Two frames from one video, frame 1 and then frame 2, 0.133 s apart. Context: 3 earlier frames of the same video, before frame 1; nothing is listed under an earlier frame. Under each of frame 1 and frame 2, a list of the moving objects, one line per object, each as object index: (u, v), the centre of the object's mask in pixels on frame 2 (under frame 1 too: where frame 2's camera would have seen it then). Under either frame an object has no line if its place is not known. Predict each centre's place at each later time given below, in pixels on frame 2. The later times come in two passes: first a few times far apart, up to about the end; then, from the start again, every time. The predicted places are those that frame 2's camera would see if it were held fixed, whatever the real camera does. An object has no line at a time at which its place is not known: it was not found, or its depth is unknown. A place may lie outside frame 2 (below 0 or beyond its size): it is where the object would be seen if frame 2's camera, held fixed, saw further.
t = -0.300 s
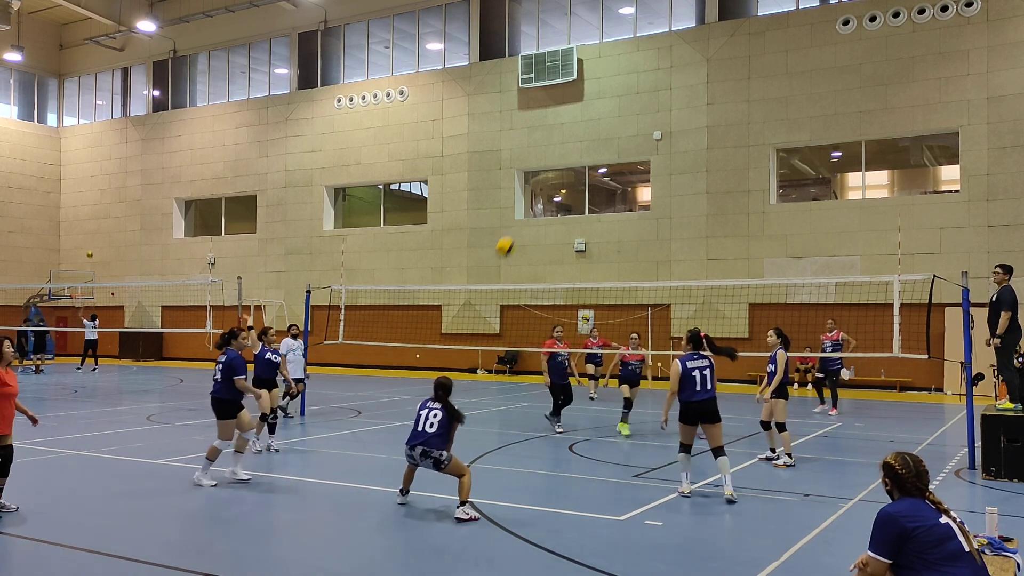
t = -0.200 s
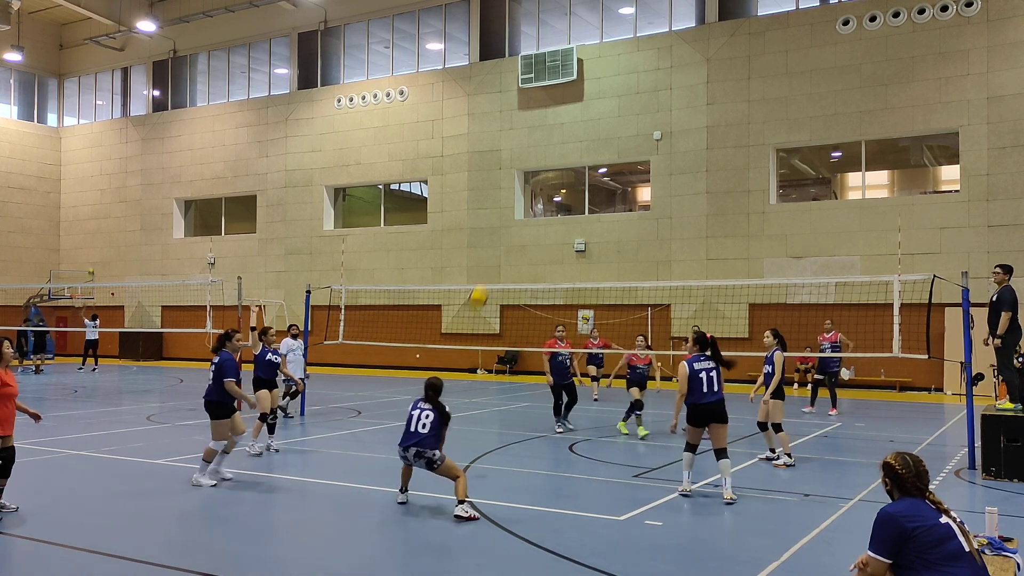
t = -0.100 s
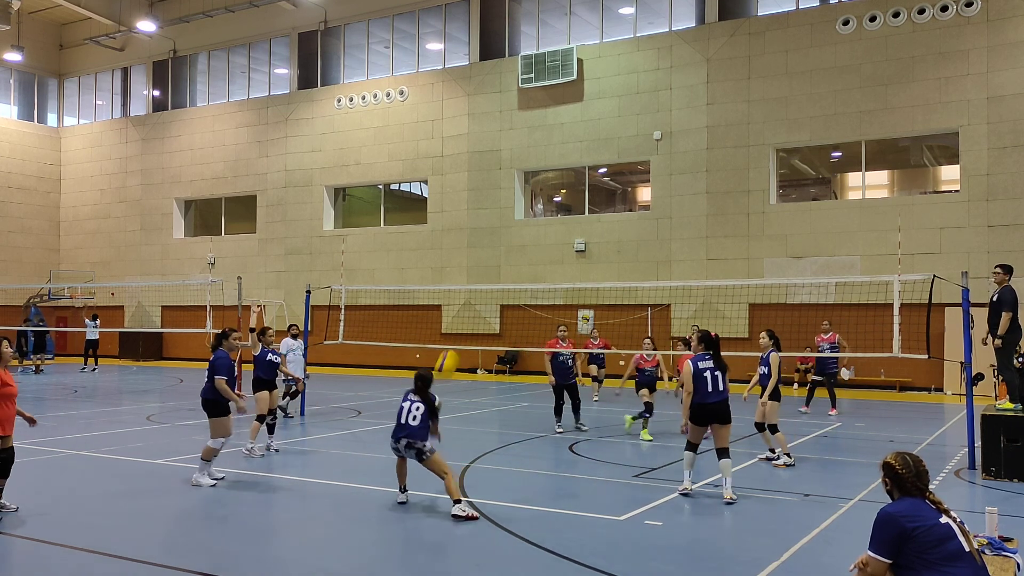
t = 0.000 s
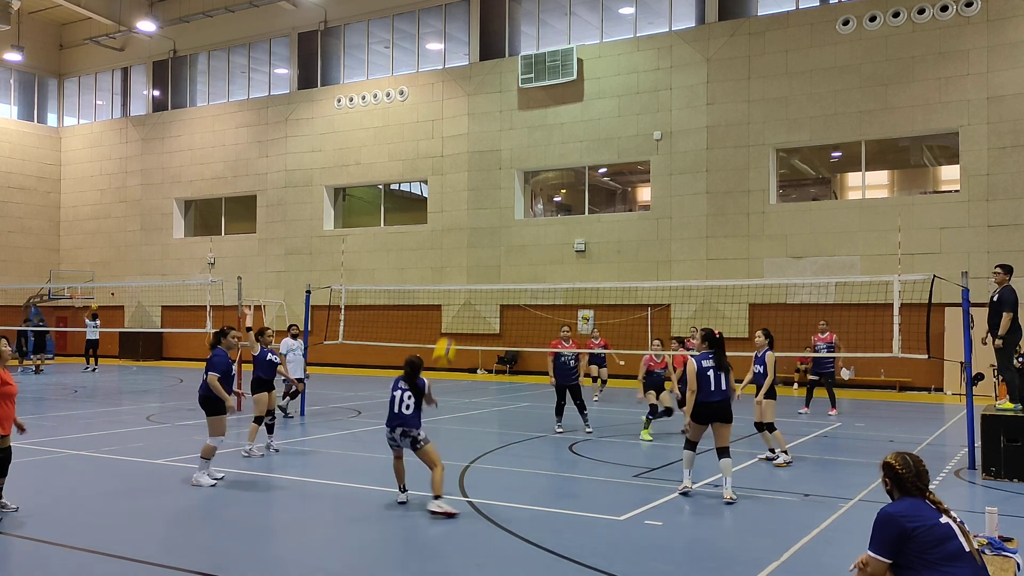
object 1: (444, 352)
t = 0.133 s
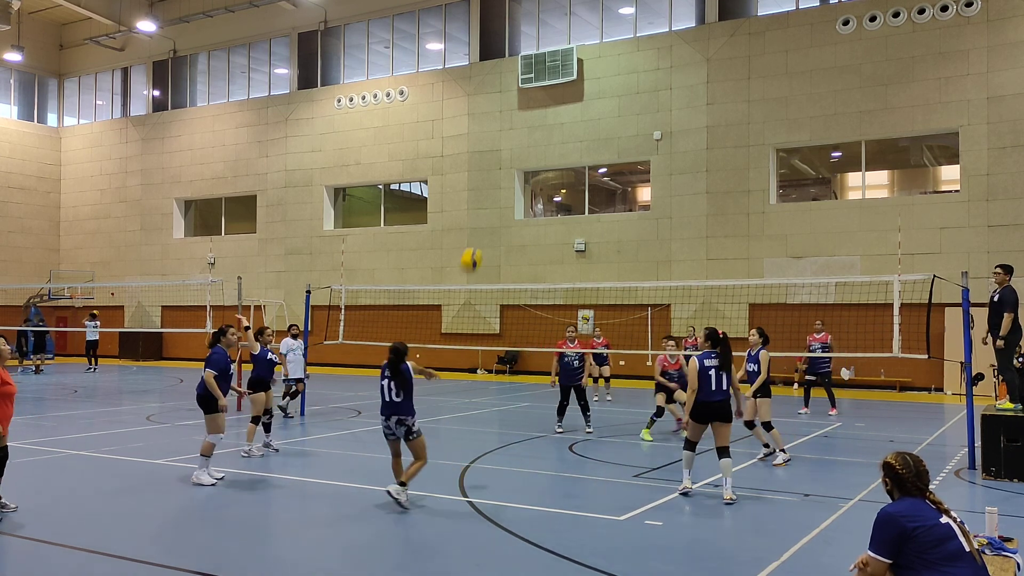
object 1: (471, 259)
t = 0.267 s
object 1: (495, 189)
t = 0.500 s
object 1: (538, 111)
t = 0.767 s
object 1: (581, 88)
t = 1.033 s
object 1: (620, 125)
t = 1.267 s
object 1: (652, 202)
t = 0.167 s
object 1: (477, 240)
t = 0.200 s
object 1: (484, 221)
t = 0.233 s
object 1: (490, 203)
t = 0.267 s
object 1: (495, 189)
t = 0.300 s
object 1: (502, 173)
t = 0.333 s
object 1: (509, 160)
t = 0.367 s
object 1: (514, 148)
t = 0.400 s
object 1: (520, 138)
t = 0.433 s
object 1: (527, 127)
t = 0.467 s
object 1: (532, 119)
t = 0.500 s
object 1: (538, 111)
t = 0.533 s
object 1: (544, 104)
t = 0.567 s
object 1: (549, 99)
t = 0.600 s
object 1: (554, 95)
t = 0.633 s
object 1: (560, 91)
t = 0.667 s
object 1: (566, 90)
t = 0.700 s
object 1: (571, 88)
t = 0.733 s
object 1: (576, 87)
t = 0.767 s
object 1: (581, 88)
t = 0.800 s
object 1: (586, 89)
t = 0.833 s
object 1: (591, 92)
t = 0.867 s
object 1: (596, 95)
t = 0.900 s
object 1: (601, 99)
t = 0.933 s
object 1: (606, 104)
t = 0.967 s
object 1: (612, 110)
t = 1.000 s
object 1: (615, 117)
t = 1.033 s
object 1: (620, 125)
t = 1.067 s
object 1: (625, 134)
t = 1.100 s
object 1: (630, 142)
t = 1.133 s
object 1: (634, 152)
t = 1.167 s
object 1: (639, 164)
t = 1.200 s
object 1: (643, 175)
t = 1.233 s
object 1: (647, 187)
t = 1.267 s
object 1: (652, 202)
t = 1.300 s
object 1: (655, 215)
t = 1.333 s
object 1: (659, 230)
